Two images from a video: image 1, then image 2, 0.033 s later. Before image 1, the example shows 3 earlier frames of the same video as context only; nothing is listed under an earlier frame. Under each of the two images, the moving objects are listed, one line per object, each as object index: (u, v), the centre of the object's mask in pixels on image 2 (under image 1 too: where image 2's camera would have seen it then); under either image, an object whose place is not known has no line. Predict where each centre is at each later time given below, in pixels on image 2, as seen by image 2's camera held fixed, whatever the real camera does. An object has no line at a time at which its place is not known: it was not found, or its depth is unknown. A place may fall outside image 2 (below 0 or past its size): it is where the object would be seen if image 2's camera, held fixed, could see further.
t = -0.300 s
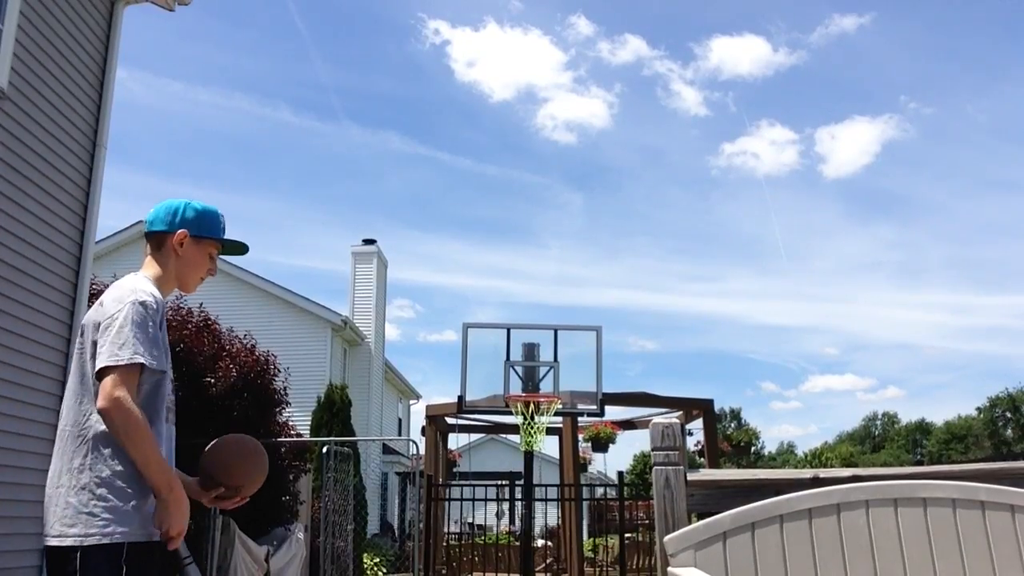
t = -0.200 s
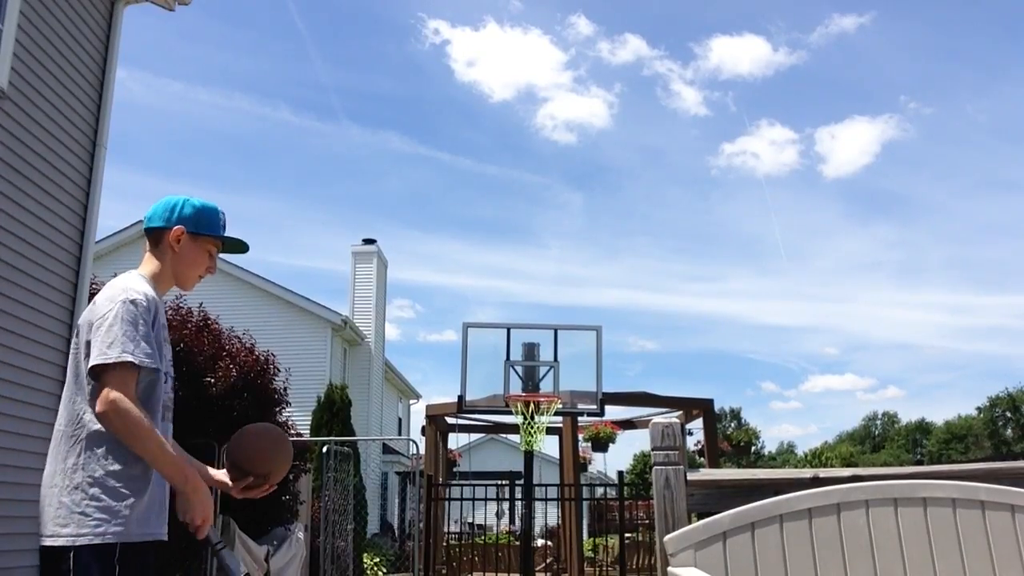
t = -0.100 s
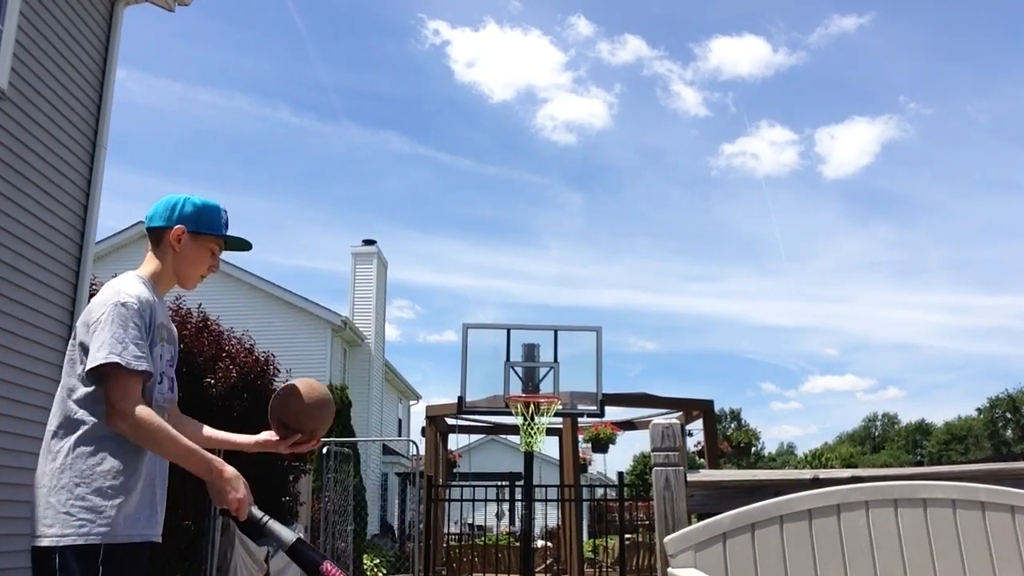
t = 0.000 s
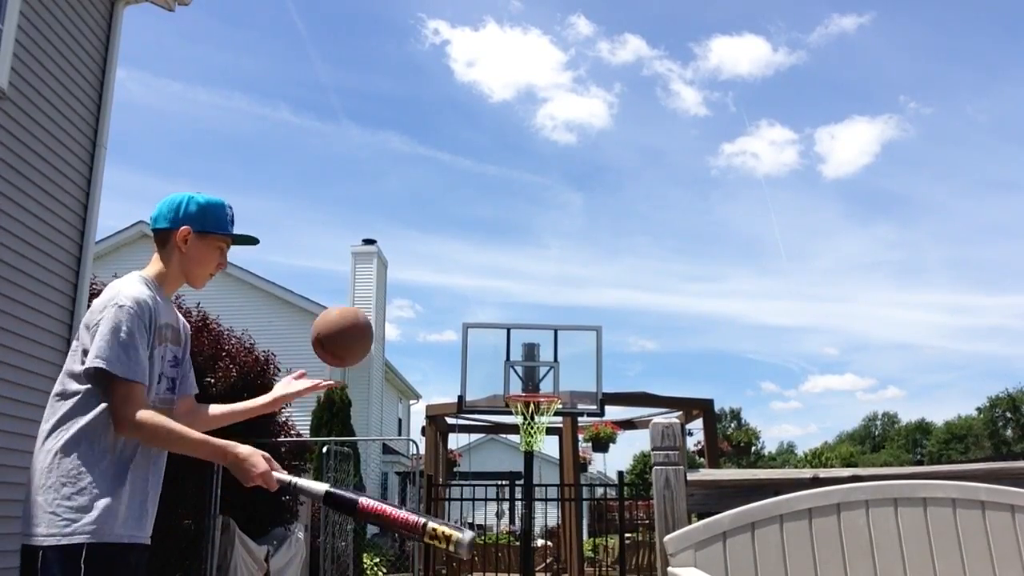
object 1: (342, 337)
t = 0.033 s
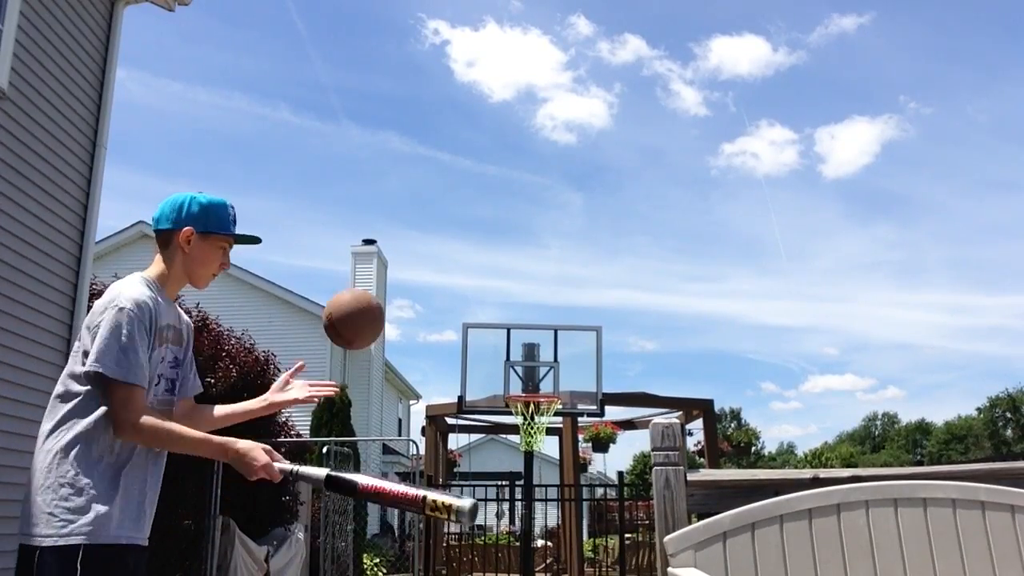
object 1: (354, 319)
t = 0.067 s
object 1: (365, 306)
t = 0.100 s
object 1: (375, 297)
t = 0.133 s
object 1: (385, 291)
